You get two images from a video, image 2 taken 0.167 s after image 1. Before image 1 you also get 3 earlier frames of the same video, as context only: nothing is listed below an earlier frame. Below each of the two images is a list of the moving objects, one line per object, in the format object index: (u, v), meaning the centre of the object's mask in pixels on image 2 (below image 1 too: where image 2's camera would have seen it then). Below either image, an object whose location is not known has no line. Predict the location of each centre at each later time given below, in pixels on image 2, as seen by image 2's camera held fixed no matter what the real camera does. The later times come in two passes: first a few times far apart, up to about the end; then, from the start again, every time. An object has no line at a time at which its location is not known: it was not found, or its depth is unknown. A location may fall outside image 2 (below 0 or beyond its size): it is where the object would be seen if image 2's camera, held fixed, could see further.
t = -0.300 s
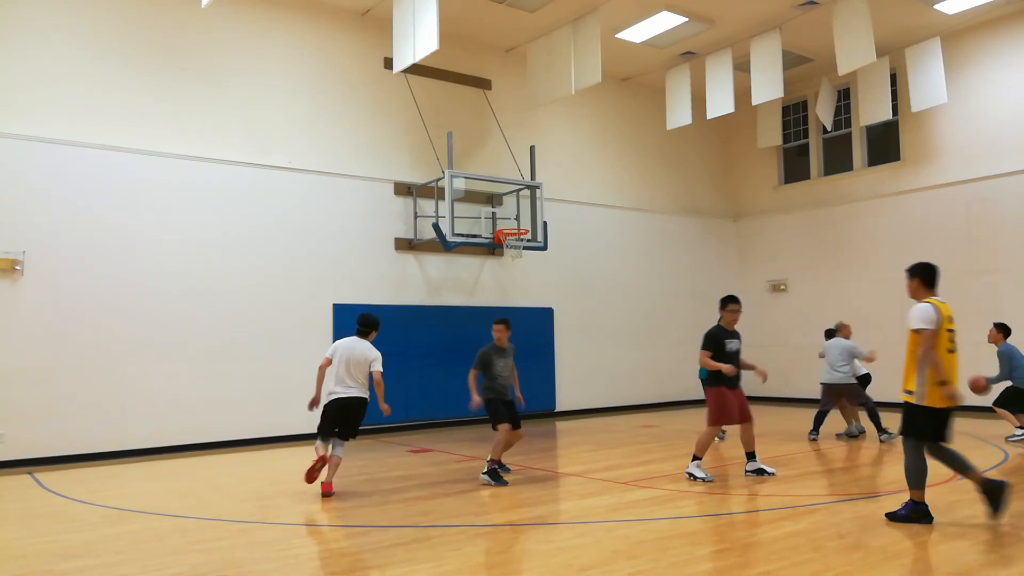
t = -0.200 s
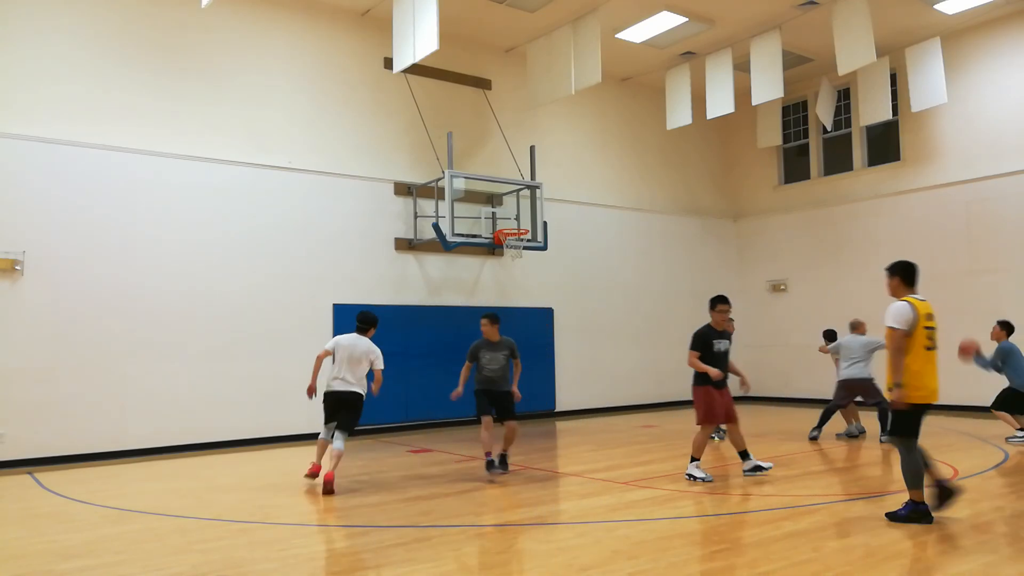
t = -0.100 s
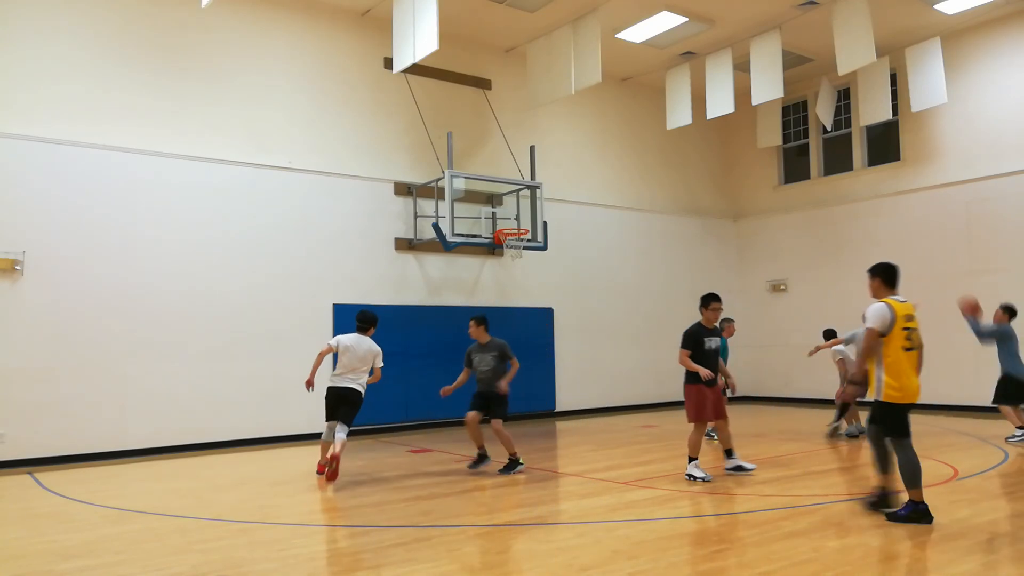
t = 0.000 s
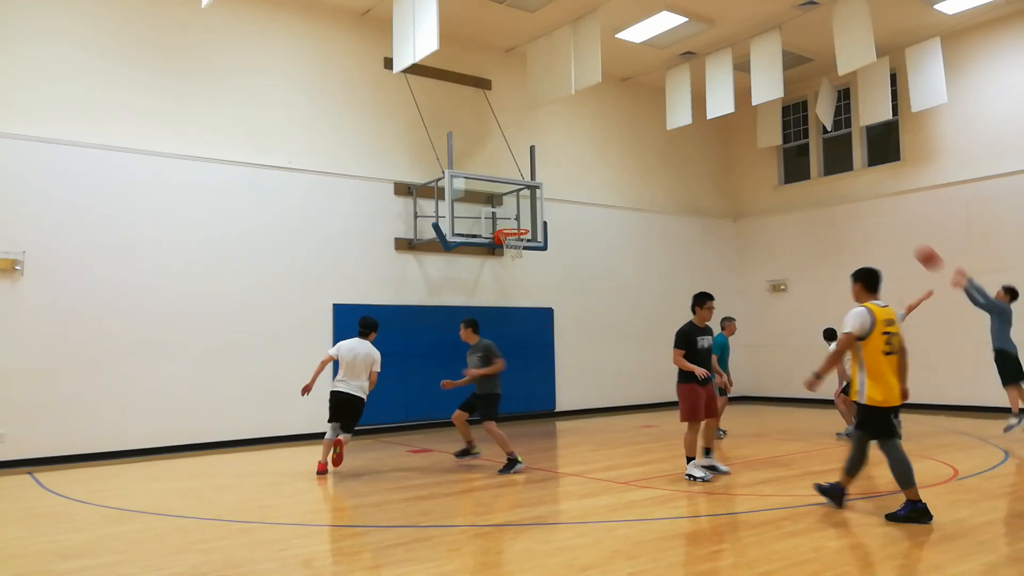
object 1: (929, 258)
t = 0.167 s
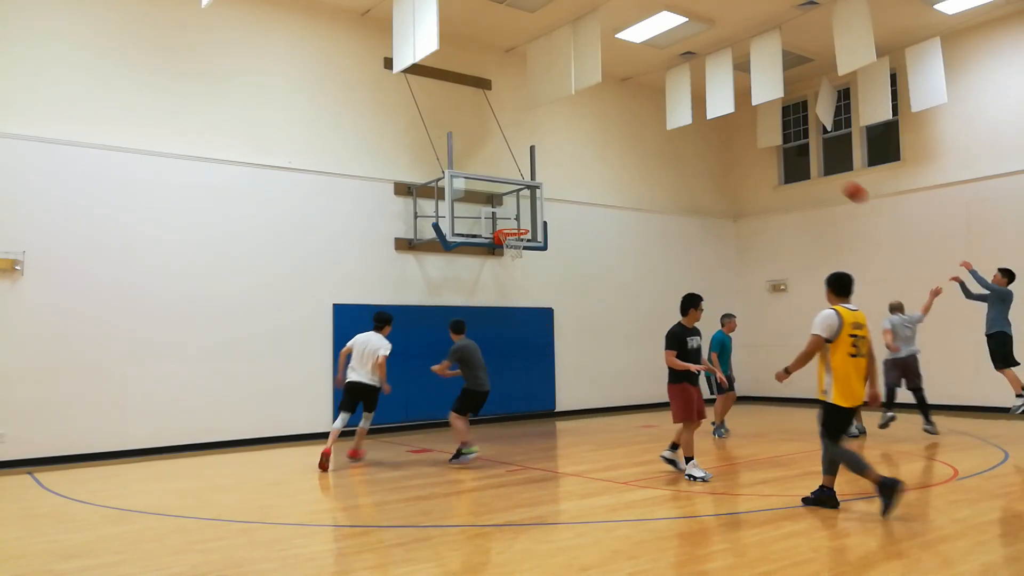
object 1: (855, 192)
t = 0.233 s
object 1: (827, 171)
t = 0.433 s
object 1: (749, 134)
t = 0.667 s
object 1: (666, 123)
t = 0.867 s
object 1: (602, 143)
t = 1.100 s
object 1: (531, 195)
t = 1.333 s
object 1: (534, 196)
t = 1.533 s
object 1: (585, 167)
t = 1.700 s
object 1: (641, 164)
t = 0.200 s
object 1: (841, 182)
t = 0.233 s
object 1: (827, 171)
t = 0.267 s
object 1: (812, 163)
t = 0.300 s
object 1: (799, 156)
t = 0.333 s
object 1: (788, 150)
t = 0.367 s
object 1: (774, 143)
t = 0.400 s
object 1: (761, 137)
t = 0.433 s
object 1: (749, 134)
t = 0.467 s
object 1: (737, 129)
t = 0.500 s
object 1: (725, 127)
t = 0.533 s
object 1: (713, 125)
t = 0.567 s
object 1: (701, 123)
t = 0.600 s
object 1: (690, 123)
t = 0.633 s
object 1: (678, 123)
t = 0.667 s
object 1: (666, 123)
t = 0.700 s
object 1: (656, 125)
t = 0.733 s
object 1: (645, 127)
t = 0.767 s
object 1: (634, 130)
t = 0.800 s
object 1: (623, 134)
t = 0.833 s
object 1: (612, 138)
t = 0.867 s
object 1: (602, 143)
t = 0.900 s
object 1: (591, 148)
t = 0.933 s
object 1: (581, 154)
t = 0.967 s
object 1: (571, 161)
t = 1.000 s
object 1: (561, 168)
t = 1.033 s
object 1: (551, 176)
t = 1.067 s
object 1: (542, 185)
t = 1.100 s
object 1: (531, 195)
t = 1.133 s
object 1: (521, 205)
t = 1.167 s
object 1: (512, 216)
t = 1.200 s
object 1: (504, 224)
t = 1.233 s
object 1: (510, 218)
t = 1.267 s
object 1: (518, 211)
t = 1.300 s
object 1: (526, 203)
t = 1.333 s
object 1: (534, 196)
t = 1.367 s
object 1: (544, 189)
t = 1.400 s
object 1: (551, 183)
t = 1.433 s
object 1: (560, 178)
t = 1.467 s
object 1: (568, 174)
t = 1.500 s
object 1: (576, 170)
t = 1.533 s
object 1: (585, 167)
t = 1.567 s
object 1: (594, 165)
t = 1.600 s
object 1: (603, 163)
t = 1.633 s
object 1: (612, 162)
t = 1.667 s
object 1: (622, 162)
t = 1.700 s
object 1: (641, 164)
